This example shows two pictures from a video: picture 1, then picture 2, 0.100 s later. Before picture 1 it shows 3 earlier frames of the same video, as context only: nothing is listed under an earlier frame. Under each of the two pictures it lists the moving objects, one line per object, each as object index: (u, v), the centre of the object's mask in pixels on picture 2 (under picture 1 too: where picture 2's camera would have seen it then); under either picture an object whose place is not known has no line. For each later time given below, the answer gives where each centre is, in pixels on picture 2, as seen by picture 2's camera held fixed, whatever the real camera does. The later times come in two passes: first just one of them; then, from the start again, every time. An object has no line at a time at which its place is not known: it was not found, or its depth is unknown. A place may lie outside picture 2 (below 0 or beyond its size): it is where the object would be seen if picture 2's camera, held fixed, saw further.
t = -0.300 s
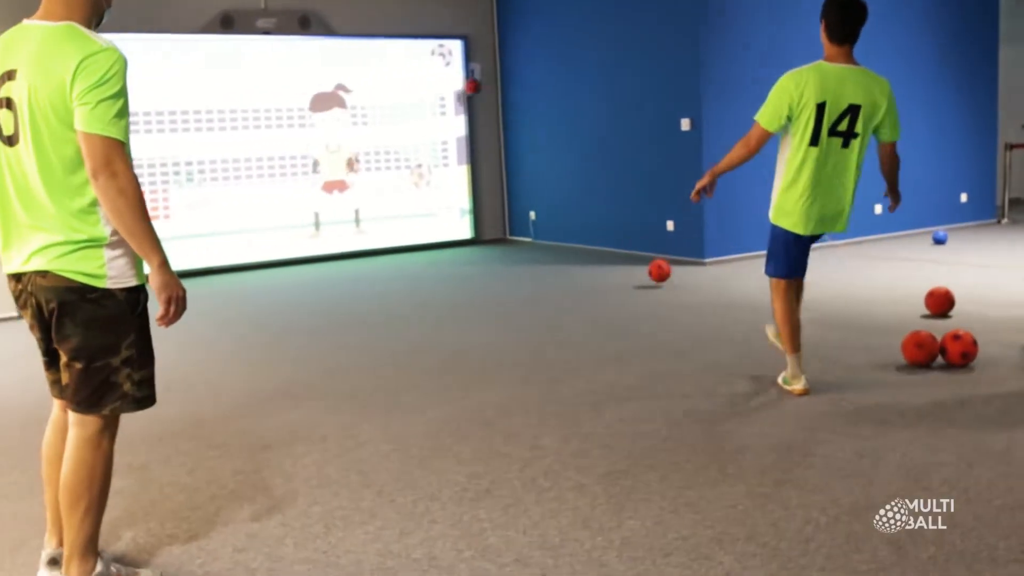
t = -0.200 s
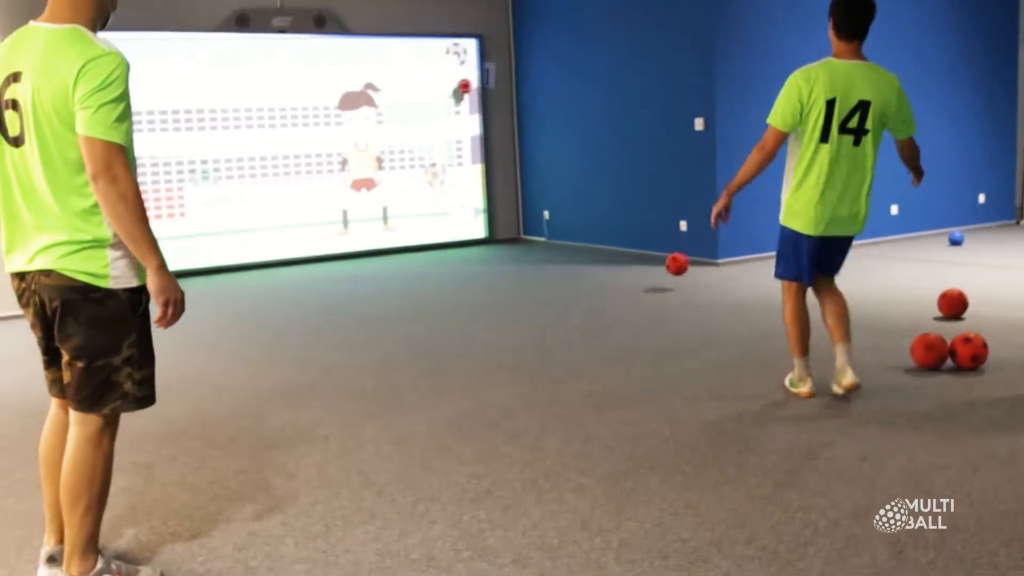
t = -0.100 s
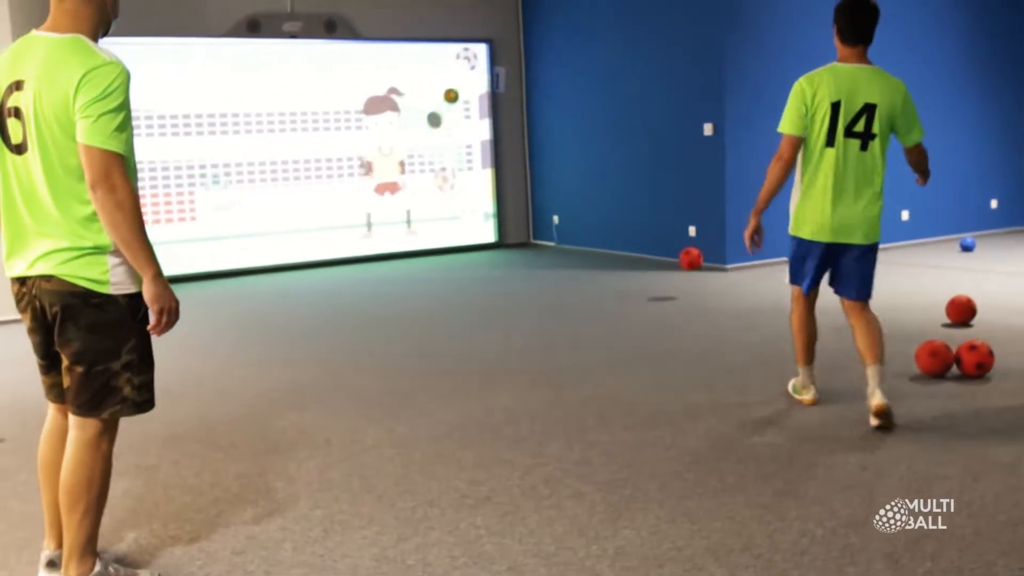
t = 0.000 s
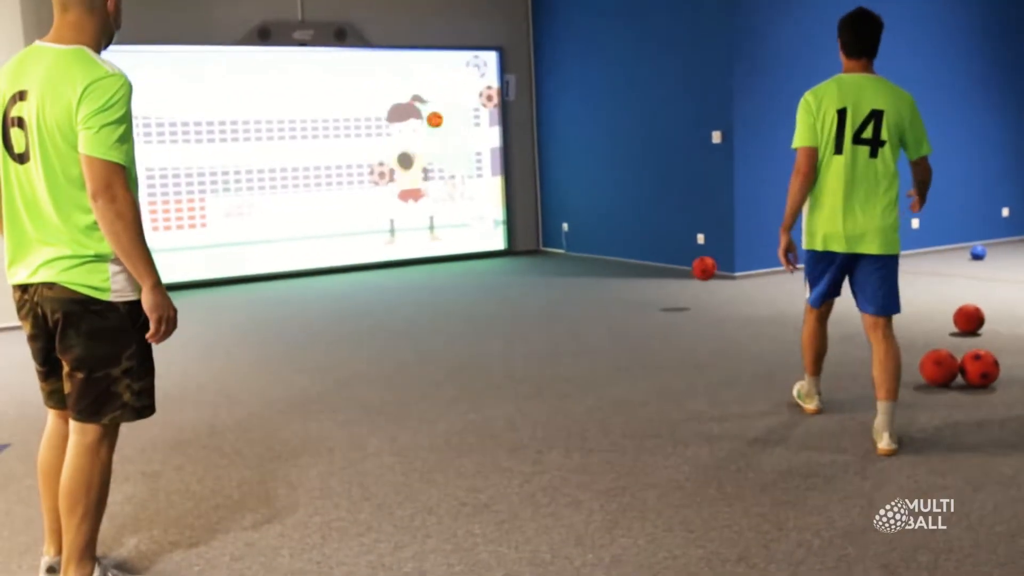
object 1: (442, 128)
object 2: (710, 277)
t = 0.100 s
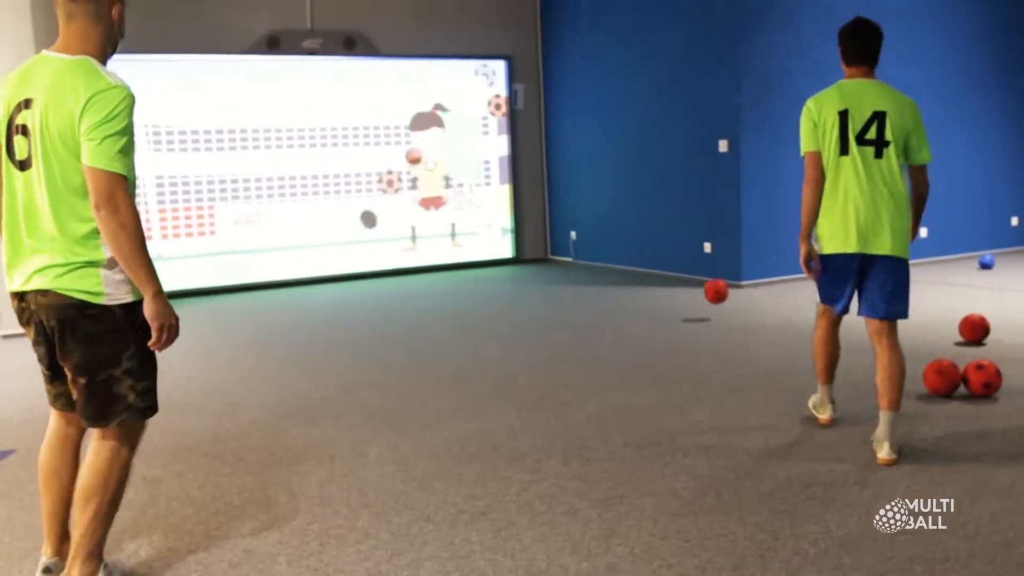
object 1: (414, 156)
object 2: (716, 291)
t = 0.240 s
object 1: (370, 217)
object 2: (725, 302)
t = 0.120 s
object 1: (408, 164)
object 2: (717, 295)
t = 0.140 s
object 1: (401, 171)
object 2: (719, 301)
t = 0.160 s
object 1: (394, 180)
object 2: (721, 306)
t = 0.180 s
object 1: (390, 185)
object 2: (722, 310)
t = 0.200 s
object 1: (383, 196)
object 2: (723, 308)
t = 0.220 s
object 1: (376, 207)
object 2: (724, 305)
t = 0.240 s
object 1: (370, 217)
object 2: (725, 302)
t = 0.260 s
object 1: (362, 229)
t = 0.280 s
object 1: (355, 241)
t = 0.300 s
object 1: (348, 253)
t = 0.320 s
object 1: (341, 268)
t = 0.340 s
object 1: (333, 281)
